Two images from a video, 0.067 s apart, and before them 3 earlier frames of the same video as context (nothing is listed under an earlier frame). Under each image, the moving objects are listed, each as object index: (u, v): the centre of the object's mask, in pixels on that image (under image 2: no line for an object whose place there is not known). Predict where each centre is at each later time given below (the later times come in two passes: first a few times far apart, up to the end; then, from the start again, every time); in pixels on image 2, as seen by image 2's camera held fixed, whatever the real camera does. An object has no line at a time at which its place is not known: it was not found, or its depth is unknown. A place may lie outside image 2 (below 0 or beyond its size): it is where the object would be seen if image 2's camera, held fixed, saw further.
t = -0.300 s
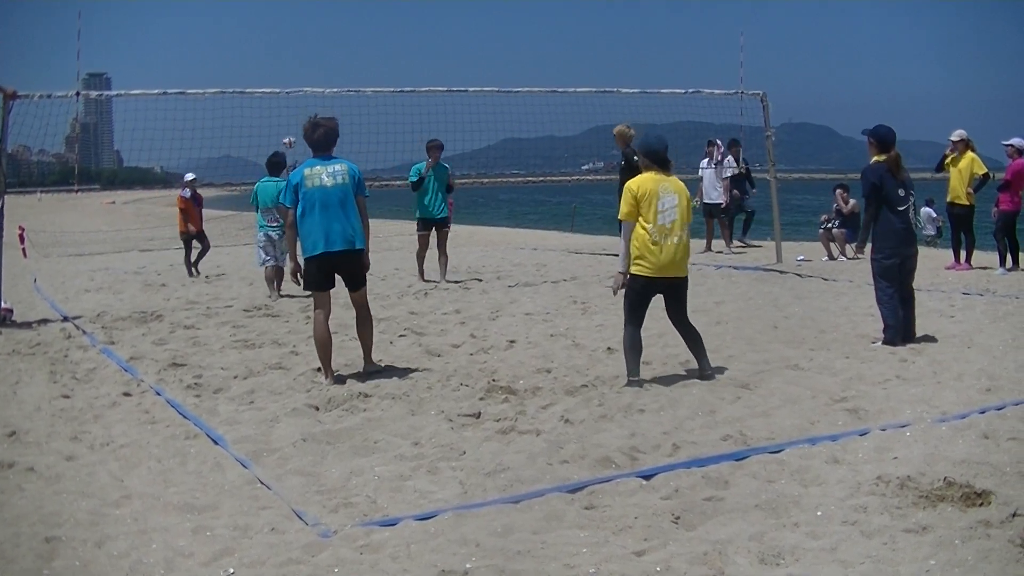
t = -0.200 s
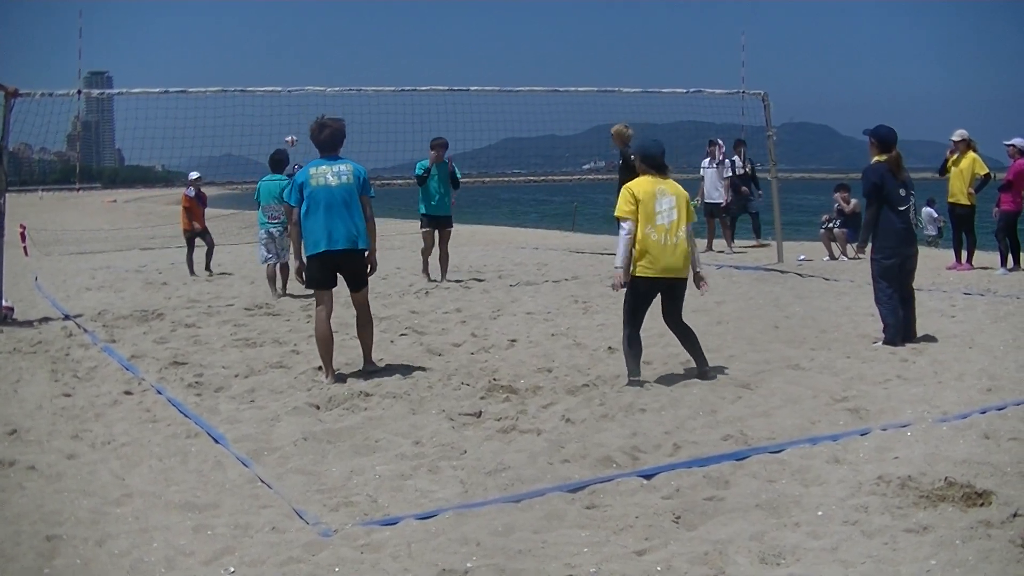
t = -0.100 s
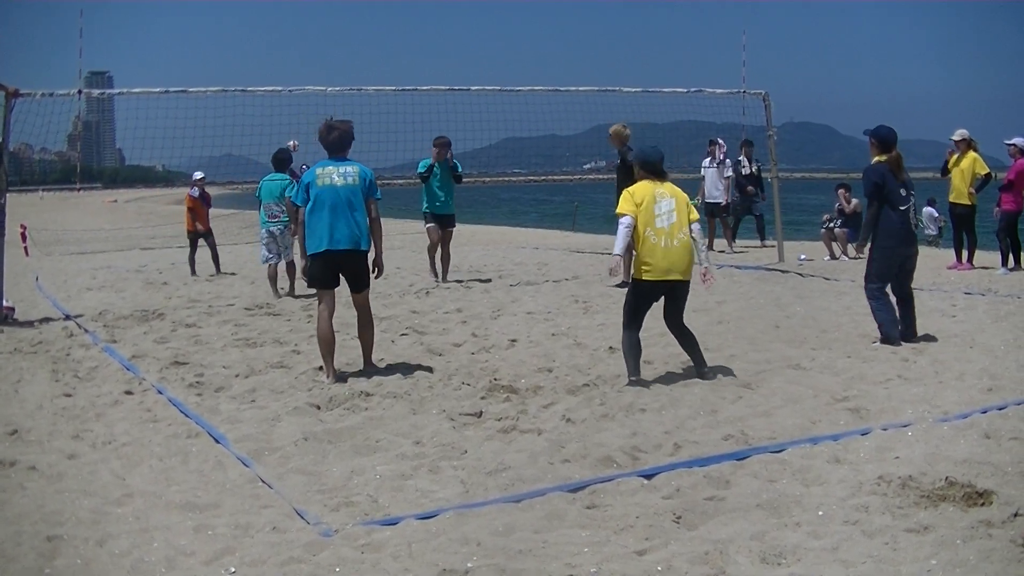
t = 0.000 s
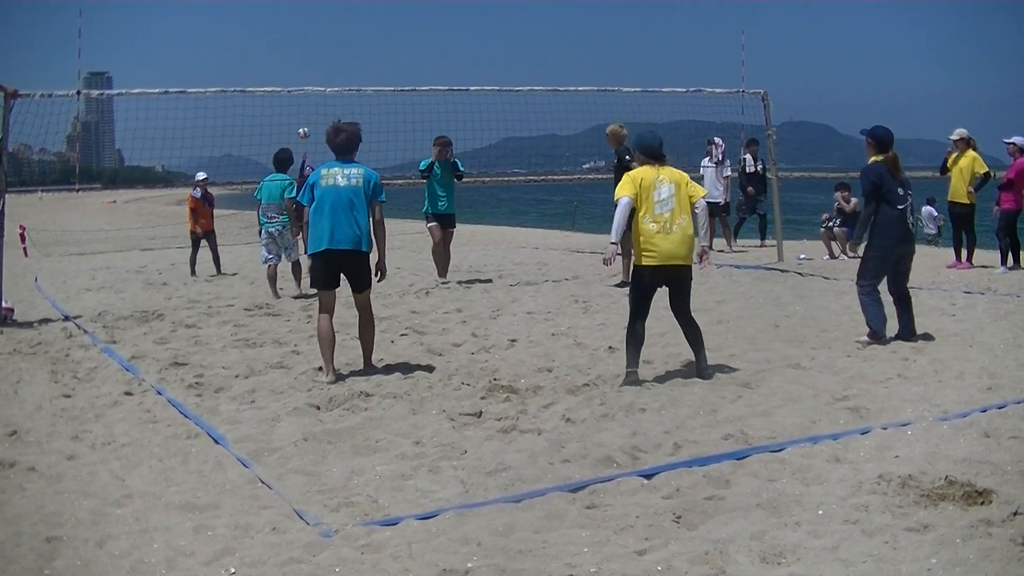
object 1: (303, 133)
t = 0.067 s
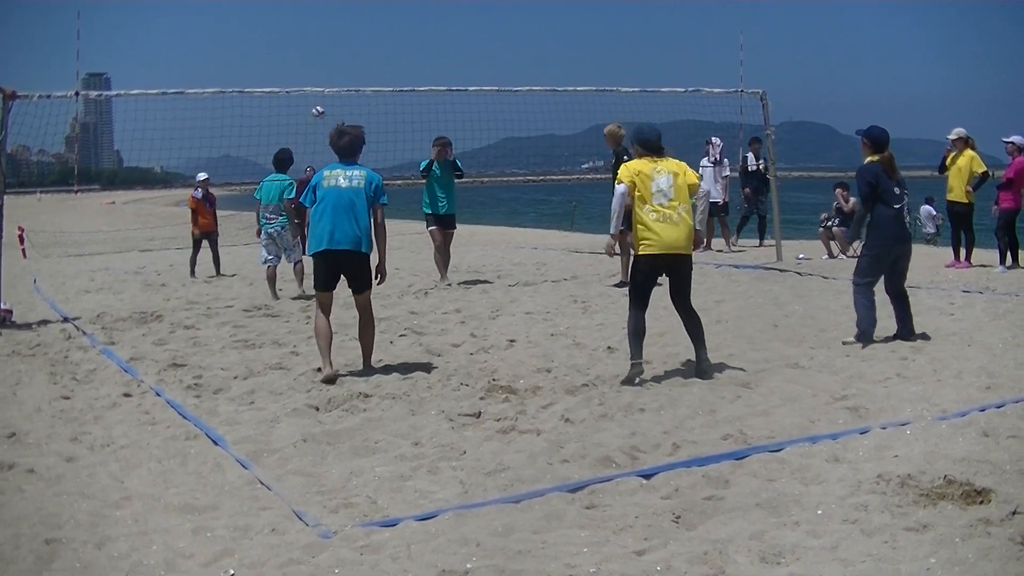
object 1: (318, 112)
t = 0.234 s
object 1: (363, 66)
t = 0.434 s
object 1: (429, 25)
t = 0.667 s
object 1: (532, 6)
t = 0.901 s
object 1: (681, 43)
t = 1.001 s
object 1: (767, 86)
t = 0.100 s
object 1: (326, 103)
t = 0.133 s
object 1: (335, 93)
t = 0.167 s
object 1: (344, 83)
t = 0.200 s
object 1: (353, 75)
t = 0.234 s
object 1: (363, 66)
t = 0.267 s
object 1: (373, 58)
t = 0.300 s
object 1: (383, 51)
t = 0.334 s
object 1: (394, 43)
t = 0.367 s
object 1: (405, 36)
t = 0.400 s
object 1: (416, 30)
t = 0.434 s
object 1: (429, 25)
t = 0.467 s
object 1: (443, 20)
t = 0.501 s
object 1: (455, 15)
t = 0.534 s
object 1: (469, 12)
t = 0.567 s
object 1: (484, 9)
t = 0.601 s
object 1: (499, 7)
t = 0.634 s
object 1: (515, 6)
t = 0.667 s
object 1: (532, 6)
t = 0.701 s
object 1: (550, 7)
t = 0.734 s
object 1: (568, 10)
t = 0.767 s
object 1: (589, 14)
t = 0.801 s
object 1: (610, 18)
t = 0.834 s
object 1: (632, 25)
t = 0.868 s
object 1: (656, 33)
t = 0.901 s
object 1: (681, 43)
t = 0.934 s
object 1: (708, 55)
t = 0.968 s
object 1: (737, 70)
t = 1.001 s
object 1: (767, 86)
